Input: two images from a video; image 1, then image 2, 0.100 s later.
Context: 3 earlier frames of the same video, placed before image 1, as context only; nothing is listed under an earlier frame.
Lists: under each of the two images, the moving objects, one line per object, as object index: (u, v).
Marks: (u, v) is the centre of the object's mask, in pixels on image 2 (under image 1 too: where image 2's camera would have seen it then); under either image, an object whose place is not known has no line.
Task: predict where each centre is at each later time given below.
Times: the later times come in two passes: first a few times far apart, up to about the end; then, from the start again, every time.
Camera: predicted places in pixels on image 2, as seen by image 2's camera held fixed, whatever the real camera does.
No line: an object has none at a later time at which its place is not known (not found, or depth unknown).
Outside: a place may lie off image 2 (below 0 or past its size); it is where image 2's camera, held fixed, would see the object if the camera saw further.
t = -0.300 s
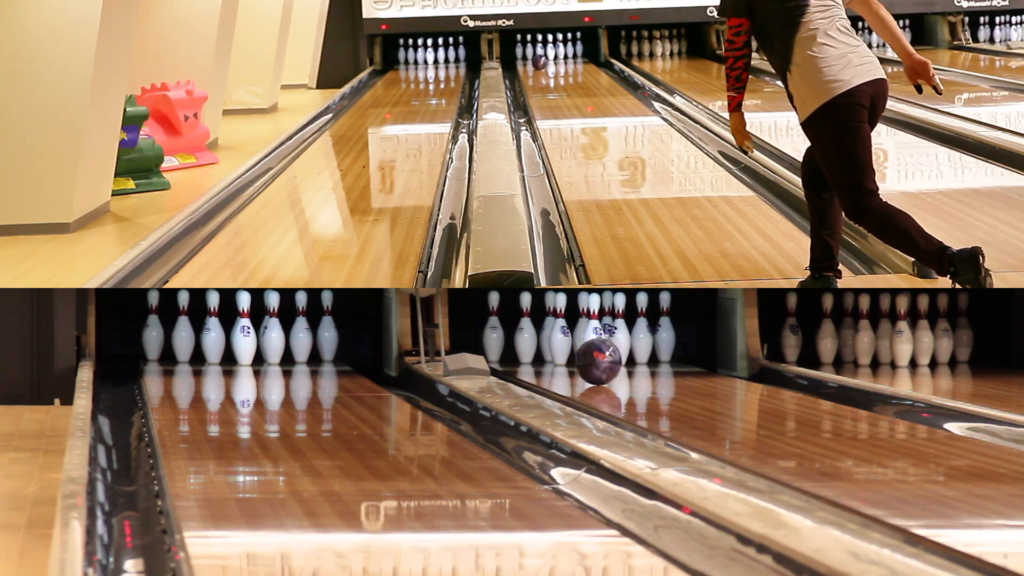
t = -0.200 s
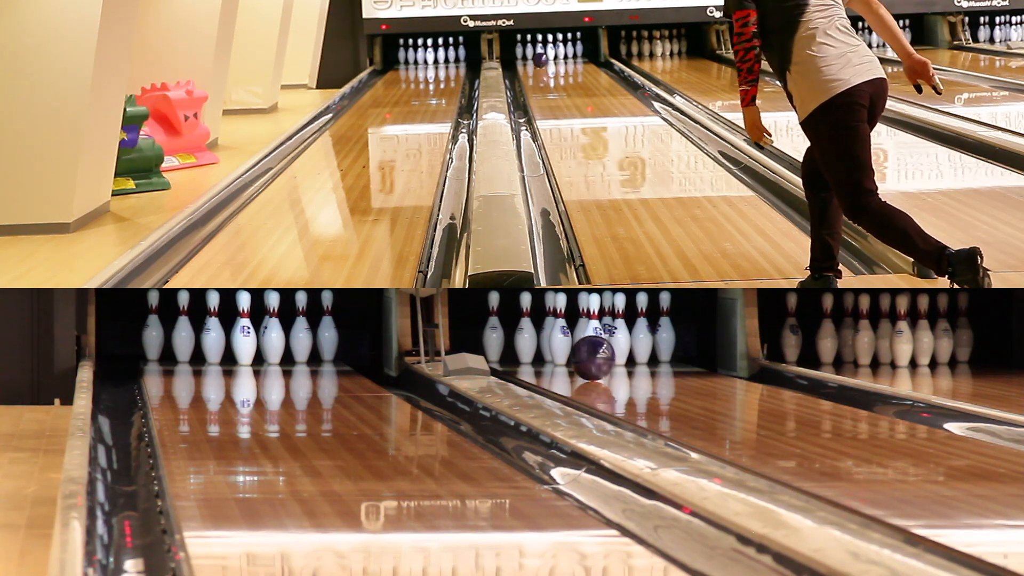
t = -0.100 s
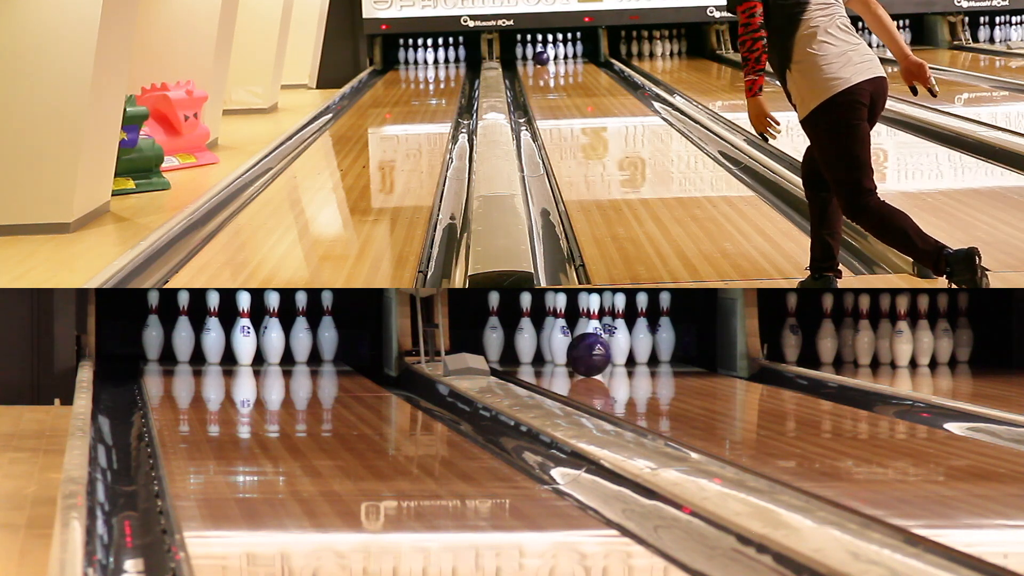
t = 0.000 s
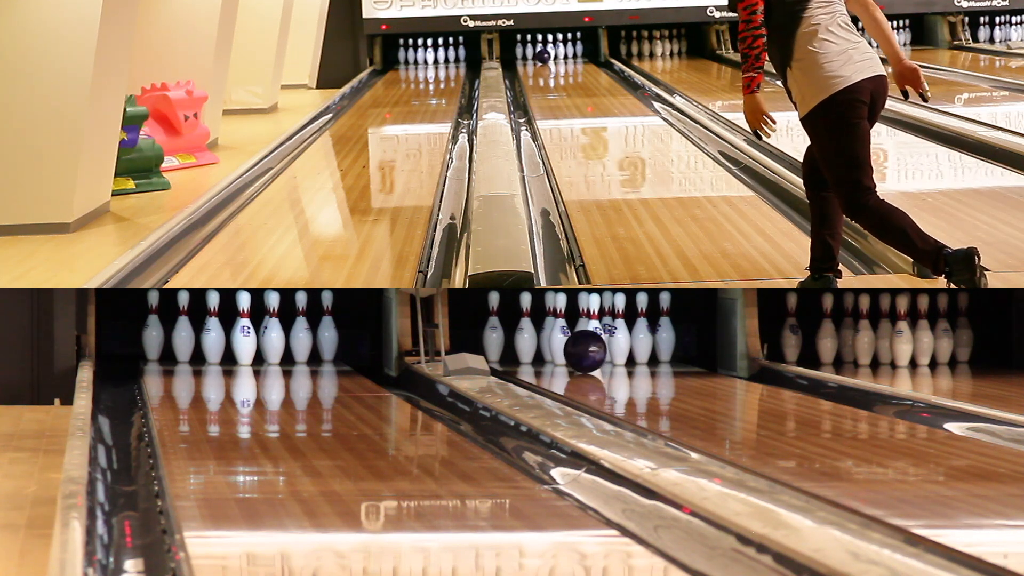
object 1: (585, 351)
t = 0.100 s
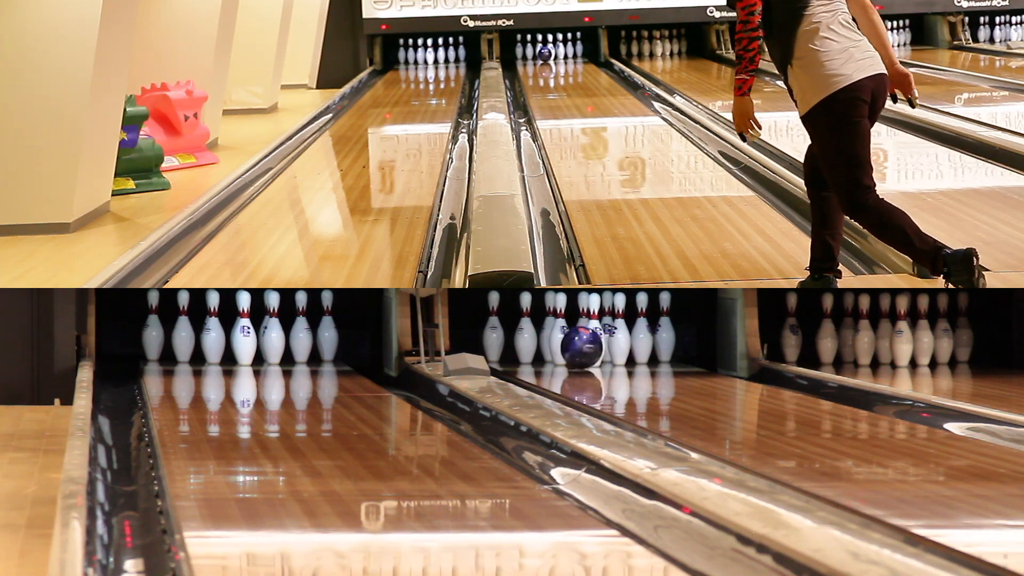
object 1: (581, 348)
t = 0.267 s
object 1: (567, 344)
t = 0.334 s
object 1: (560, 343)
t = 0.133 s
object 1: (580, 347)
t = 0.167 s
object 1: (576, 346)
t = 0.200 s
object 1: (571, 345)
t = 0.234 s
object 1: (570, 345)
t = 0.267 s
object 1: (567, 344)
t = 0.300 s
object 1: (565, 344)
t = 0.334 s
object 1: (560, 343)
